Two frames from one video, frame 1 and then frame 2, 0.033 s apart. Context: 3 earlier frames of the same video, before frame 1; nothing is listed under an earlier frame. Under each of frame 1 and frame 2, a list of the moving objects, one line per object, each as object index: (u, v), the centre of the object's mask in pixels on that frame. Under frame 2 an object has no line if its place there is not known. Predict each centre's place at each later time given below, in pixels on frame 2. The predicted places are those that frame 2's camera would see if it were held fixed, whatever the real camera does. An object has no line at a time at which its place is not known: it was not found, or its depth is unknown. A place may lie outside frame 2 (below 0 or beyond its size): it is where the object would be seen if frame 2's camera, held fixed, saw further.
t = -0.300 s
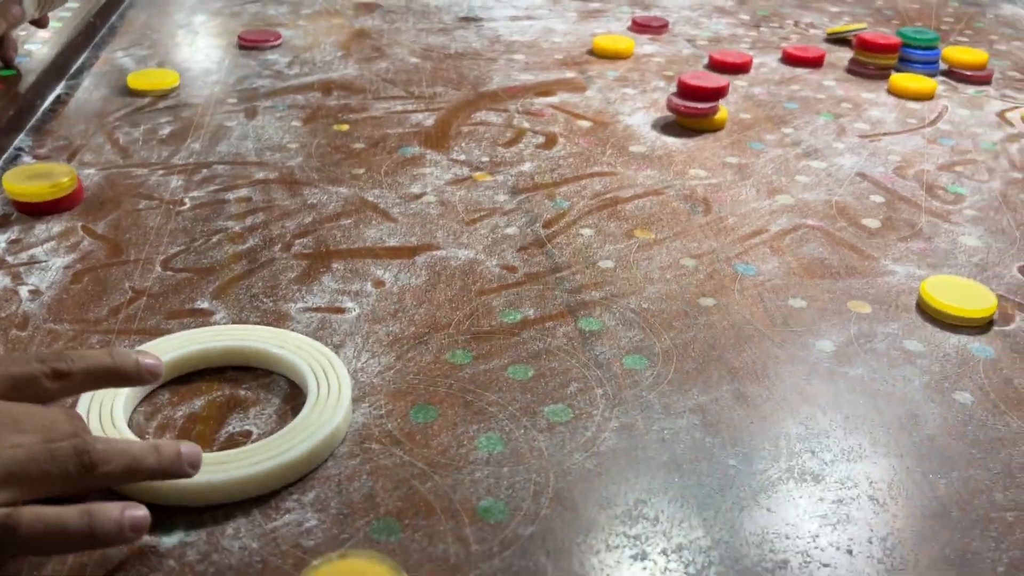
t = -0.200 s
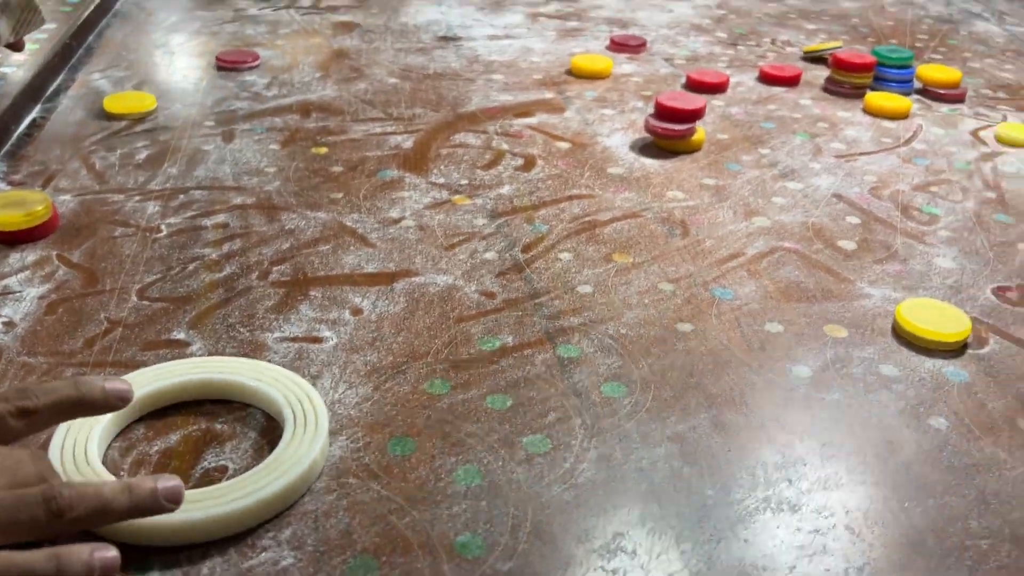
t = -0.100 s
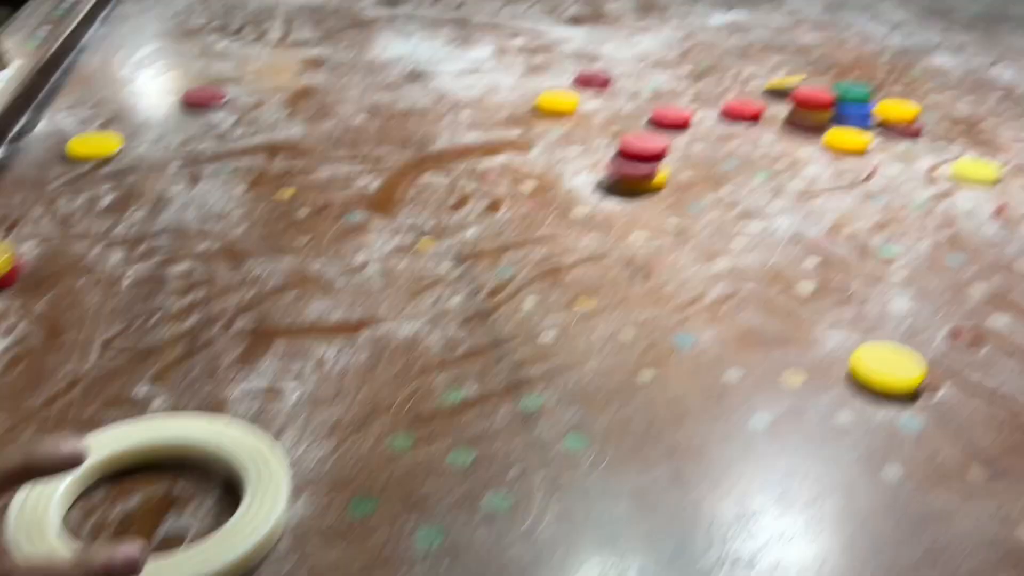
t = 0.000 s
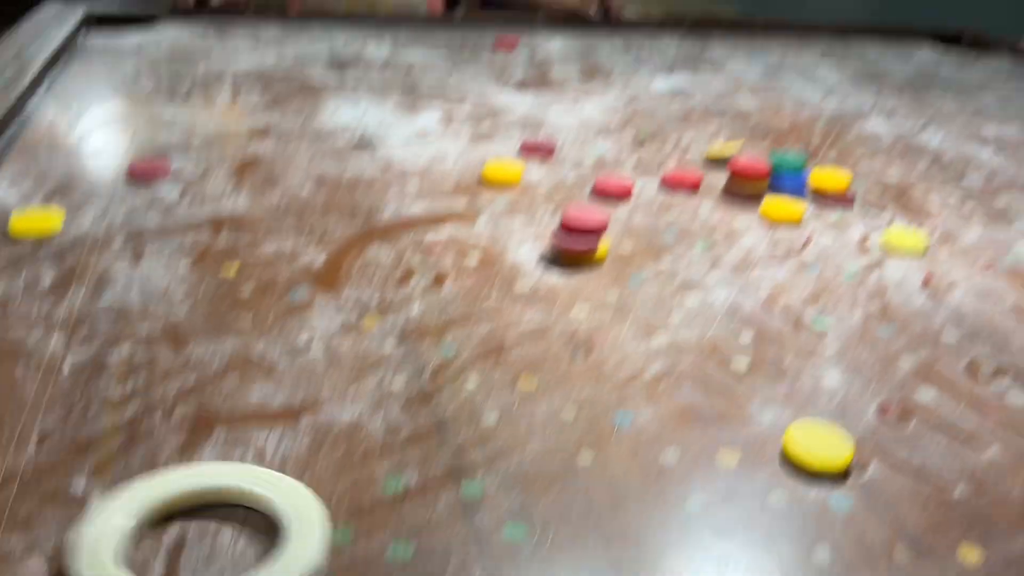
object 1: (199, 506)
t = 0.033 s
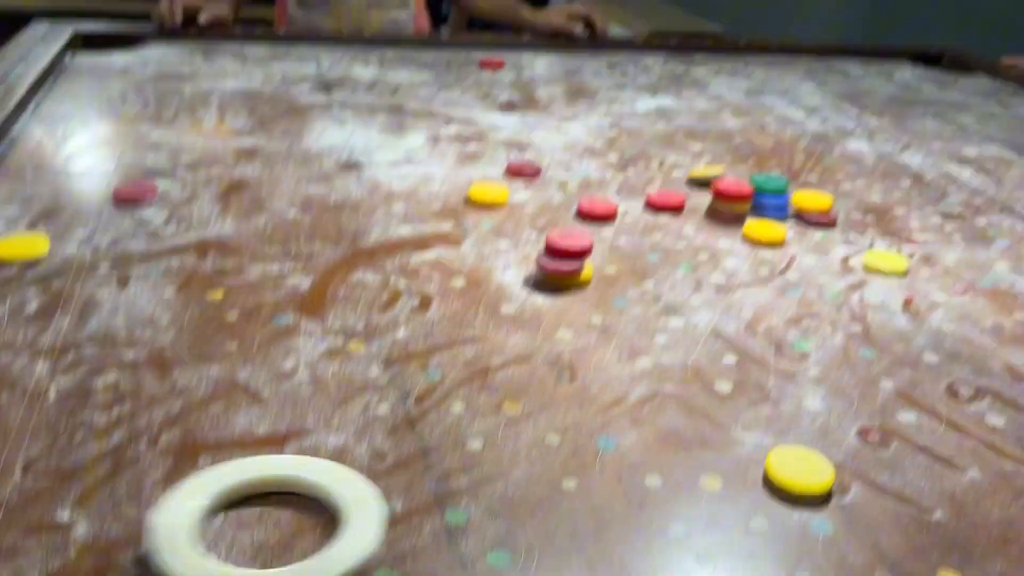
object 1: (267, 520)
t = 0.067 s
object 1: (336, 490)
